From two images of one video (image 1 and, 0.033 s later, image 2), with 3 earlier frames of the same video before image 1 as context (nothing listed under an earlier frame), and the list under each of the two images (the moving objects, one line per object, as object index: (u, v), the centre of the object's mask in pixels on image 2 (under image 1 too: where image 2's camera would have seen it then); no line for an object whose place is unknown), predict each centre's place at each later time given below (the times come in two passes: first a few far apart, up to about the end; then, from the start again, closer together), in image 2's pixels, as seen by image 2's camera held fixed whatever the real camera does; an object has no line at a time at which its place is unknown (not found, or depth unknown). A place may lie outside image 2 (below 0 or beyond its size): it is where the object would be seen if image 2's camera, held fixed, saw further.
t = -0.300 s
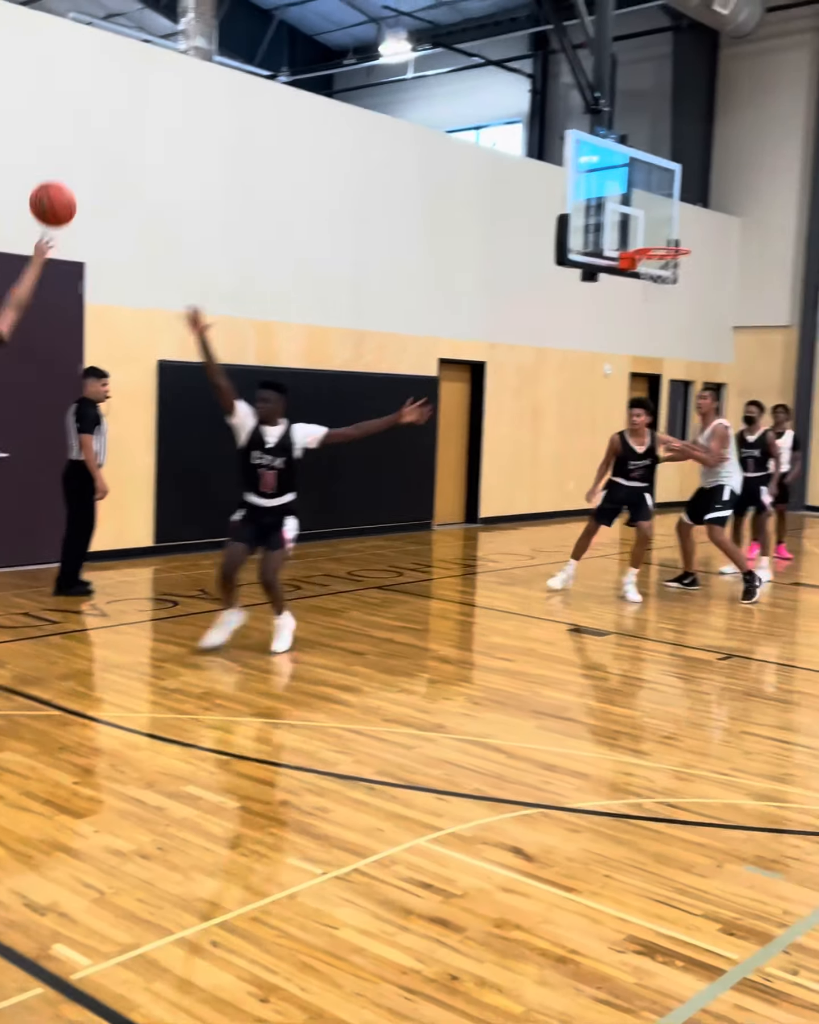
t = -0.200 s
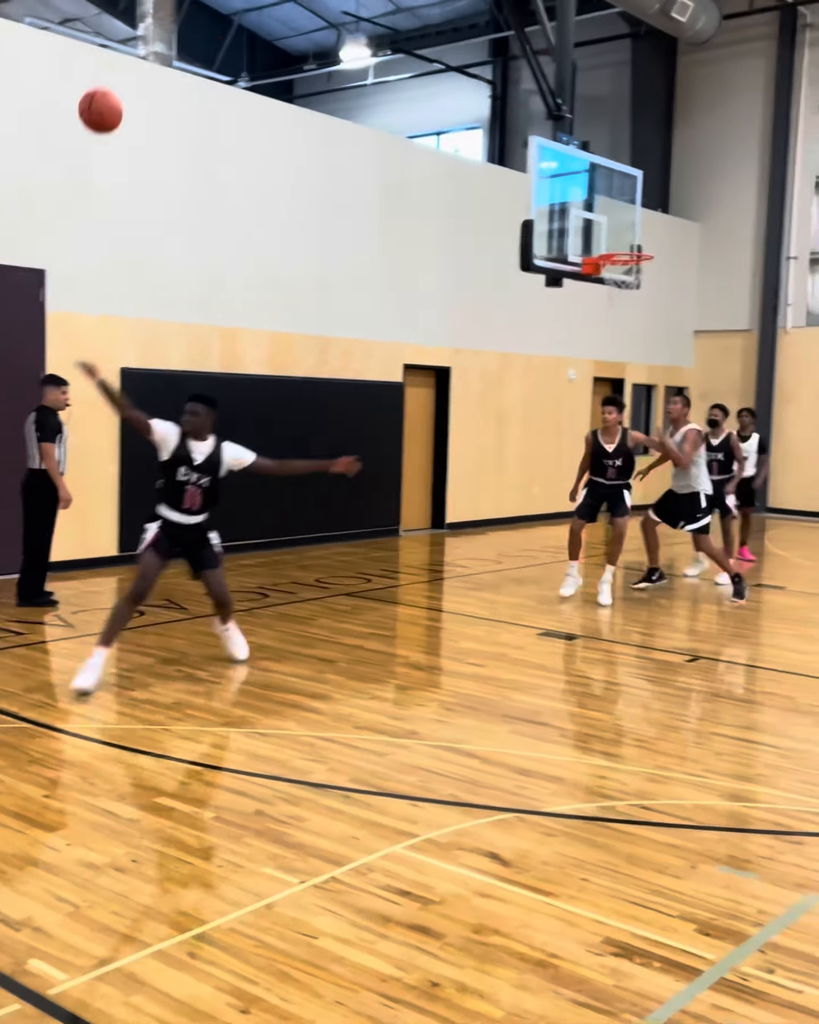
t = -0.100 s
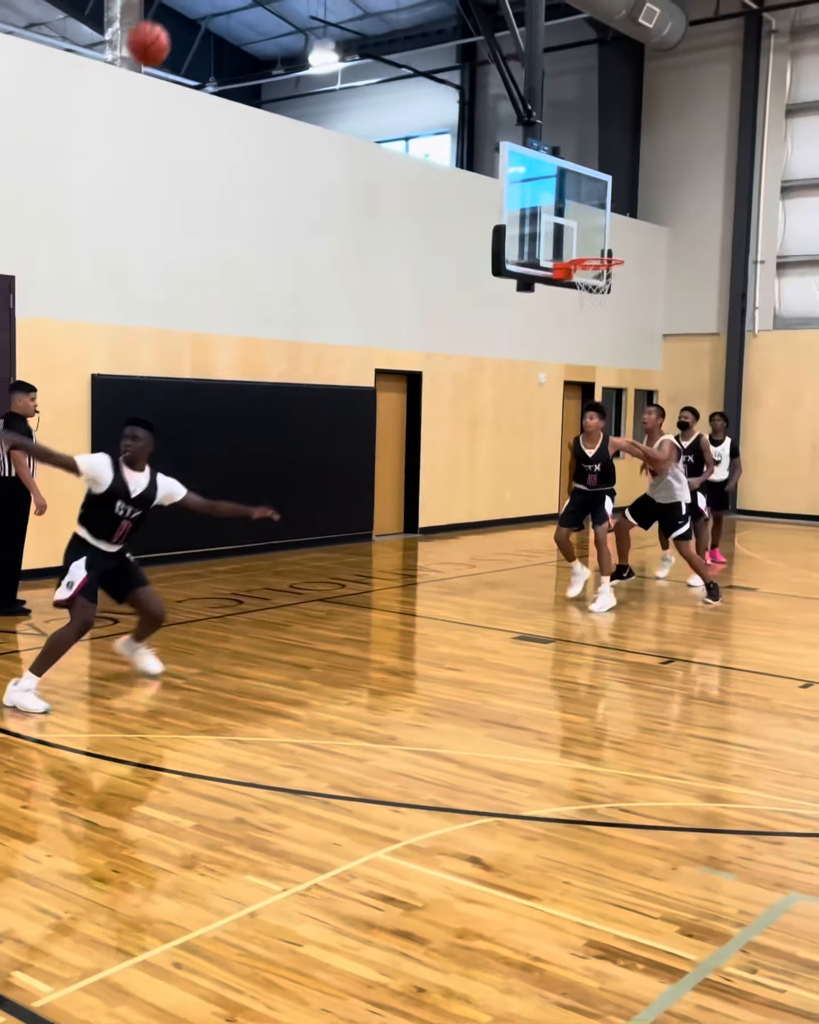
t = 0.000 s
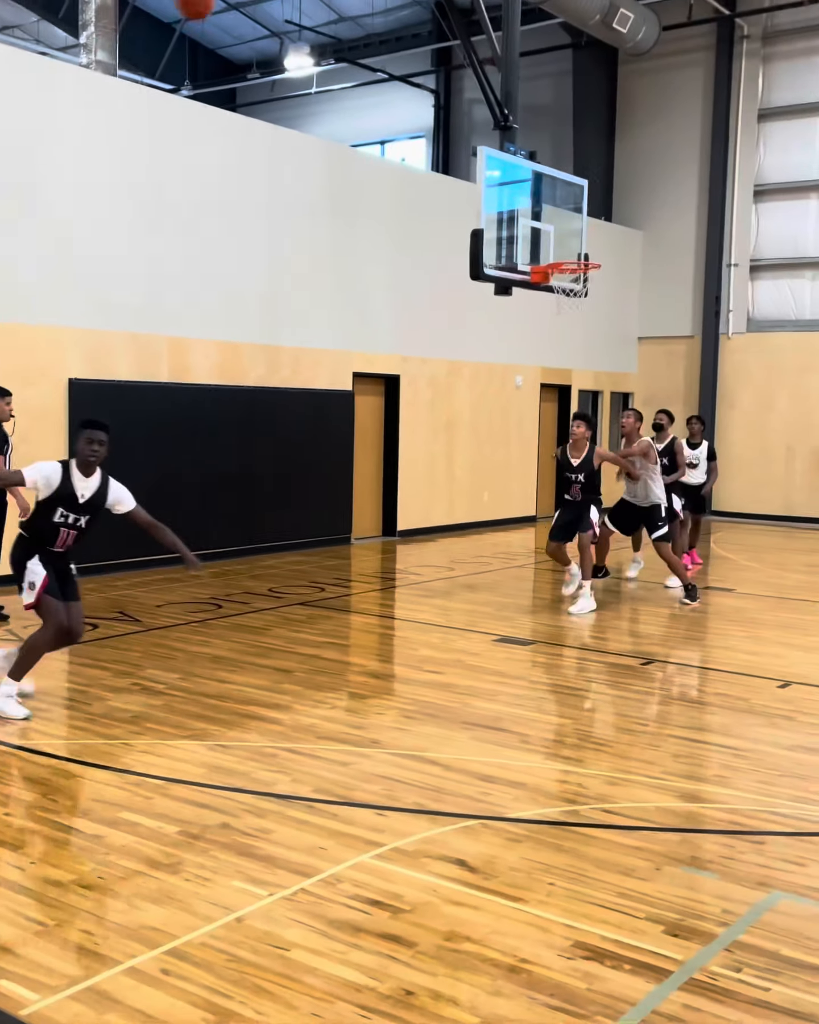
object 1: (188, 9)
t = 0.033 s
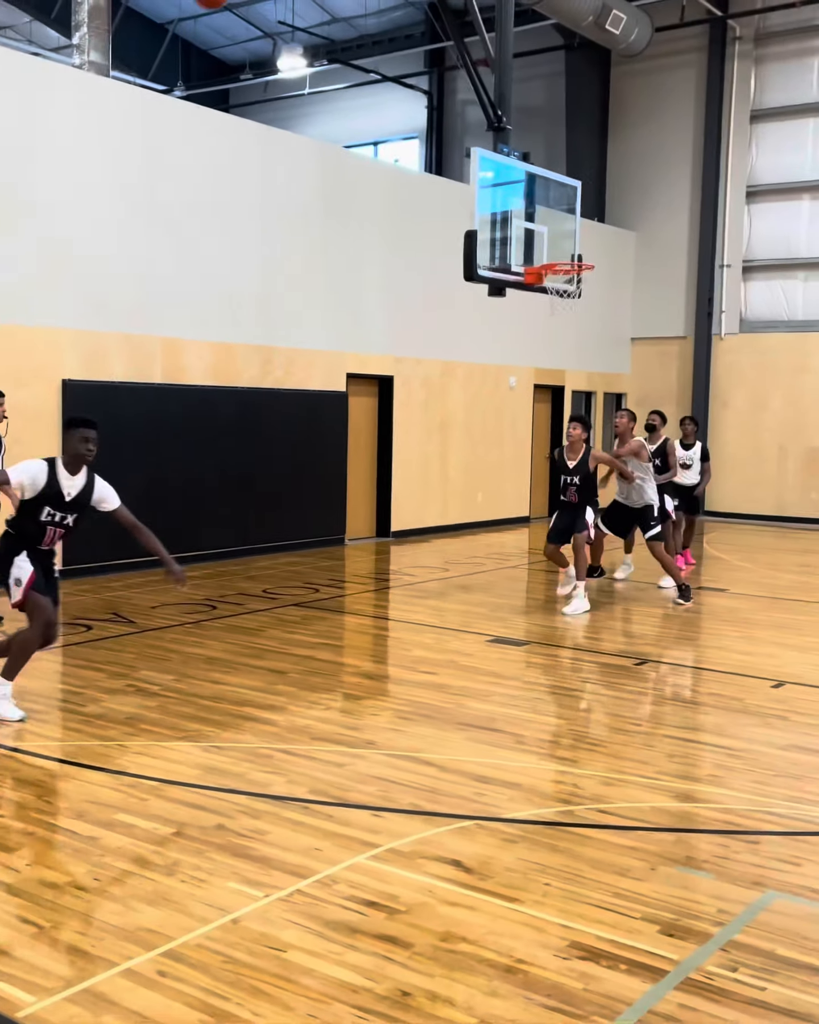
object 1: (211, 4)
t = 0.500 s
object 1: (435, 15)
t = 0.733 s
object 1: (513, 120)
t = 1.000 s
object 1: (568, 282)
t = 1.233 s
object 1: (521, 399)
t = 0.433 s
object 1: (411, 5)
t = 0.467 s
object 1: (424, 9)
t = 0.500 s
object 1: (435, 15)
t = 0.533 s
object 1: (447, 26)
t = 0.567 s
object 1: (459, 39)
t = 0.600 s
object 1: (470, 54)
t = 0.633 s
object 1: (481, 69)
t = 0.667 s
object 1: (492, 85)
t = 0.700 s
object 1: (502, 102)
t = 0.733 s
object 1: (513, 120)
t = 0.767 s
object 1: (523, 138)
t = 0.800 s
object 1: (532, 158)
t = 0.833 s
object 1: (541, 179)
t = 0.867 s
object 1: (549, 199)
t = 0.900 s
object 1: (558, 221)
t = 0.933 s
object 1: (565, 243)
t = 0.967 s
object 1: (573, 265)
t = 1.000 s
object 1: (568, 282)
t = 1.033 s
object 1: (560, 296)
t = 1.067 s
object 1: (553, 312)
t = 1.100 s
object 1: (547, 326)
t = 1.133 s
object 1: (541, 342)
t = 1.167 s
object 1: (534, 359)
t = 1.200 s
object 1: (528, 378)
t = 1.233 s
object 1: (521, 399)
